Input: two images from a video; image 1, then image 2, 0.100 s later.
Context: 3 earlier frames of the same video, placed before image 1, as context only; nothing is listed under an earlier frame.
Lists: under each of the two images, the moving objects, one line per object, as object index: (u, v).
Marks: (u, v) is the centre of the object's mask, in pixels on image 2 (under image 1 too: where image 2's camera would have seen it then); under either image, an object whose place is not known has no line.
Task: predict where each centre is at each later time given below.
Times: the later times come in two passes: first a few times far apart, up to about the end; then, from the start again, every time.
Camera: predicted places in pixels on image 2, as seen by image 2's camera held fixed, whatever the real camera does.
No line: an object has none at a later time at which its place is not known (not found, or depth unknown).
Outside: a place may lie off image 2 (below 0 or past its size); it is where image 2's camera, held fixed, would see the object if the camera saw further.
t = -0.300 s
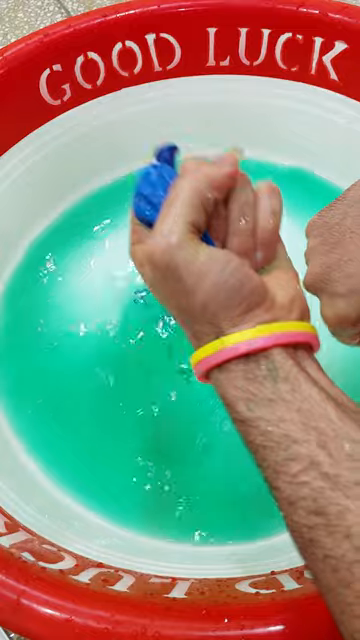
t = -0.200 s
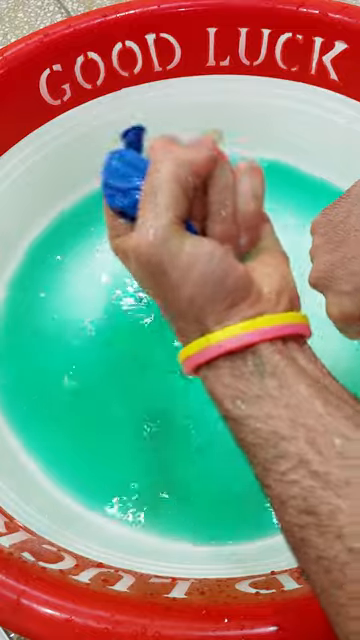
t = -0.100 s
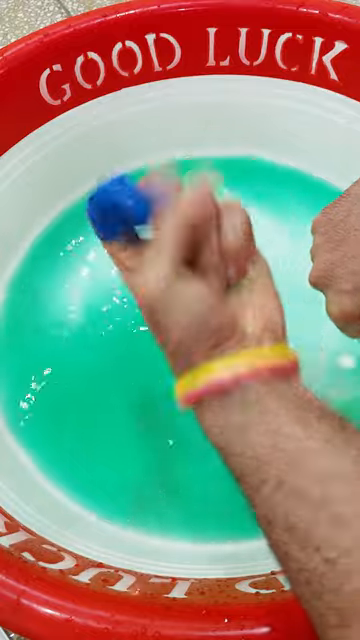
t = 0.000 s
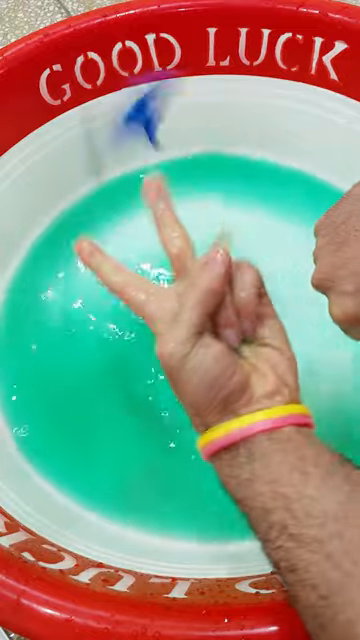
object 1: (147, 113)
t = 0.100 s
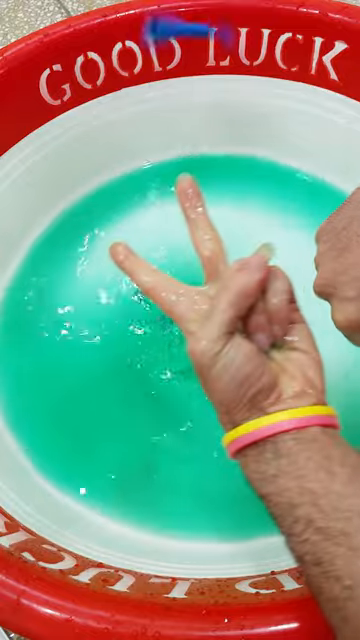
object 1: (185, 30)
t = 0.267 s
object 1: (198, 46)
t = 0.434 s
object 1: (195, 112)
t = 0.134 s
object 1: (200, 28)
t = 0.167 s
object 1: (199, 31)
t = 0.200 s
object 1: (199, 33)
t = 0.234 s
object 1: (198, 38)
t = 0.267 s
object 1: (198, 46)
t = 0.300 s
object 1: (198, 58)
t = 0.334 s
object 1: (198, 74)
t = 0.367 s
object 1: (197, 89)
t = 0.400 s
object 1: (196, 102)
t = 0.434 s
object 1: (195, 112)
